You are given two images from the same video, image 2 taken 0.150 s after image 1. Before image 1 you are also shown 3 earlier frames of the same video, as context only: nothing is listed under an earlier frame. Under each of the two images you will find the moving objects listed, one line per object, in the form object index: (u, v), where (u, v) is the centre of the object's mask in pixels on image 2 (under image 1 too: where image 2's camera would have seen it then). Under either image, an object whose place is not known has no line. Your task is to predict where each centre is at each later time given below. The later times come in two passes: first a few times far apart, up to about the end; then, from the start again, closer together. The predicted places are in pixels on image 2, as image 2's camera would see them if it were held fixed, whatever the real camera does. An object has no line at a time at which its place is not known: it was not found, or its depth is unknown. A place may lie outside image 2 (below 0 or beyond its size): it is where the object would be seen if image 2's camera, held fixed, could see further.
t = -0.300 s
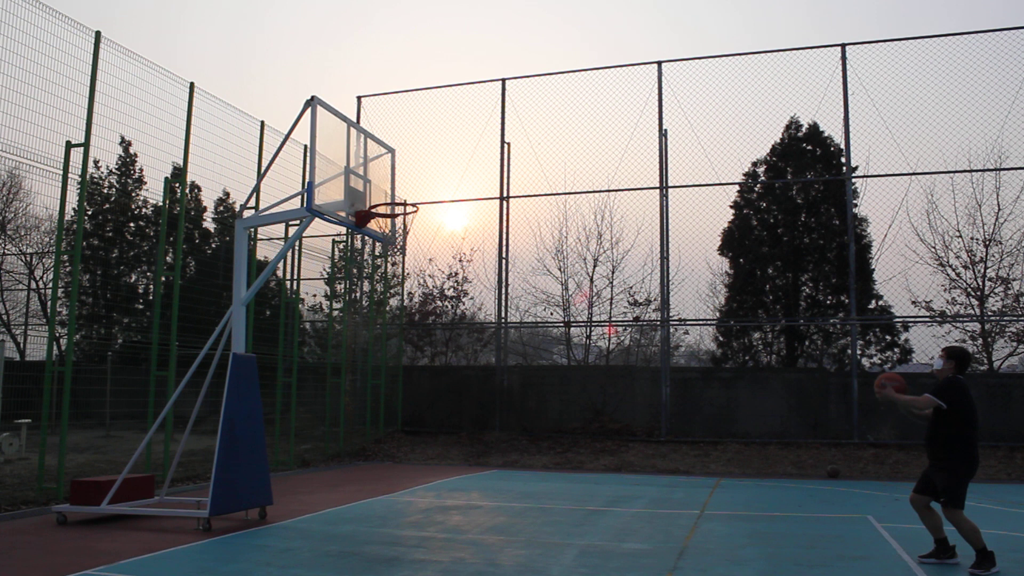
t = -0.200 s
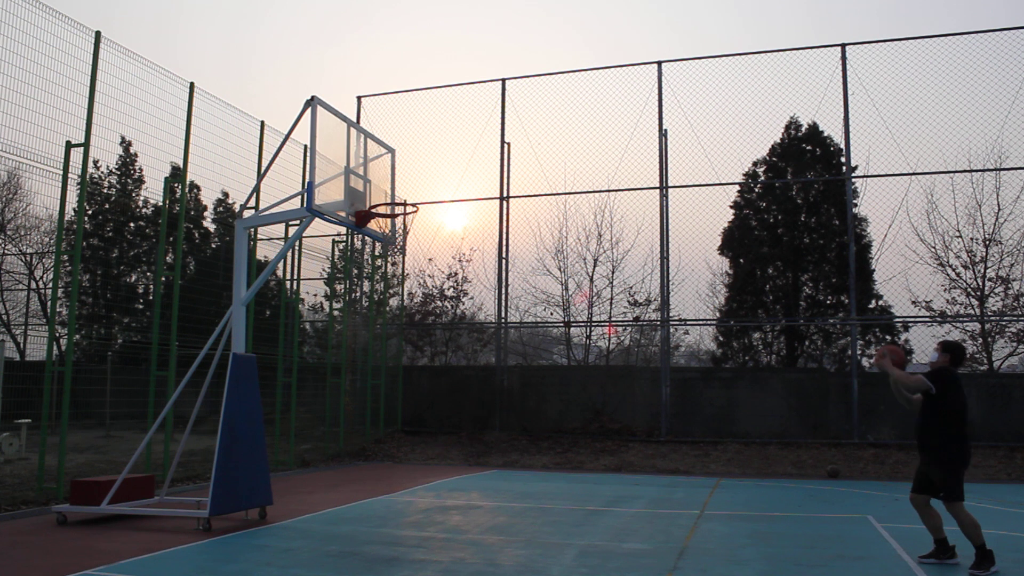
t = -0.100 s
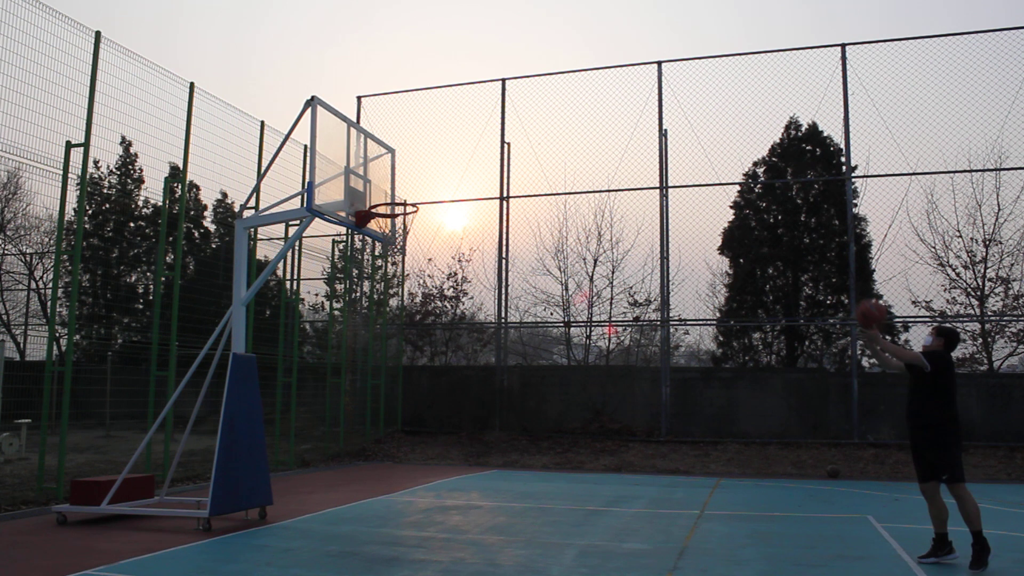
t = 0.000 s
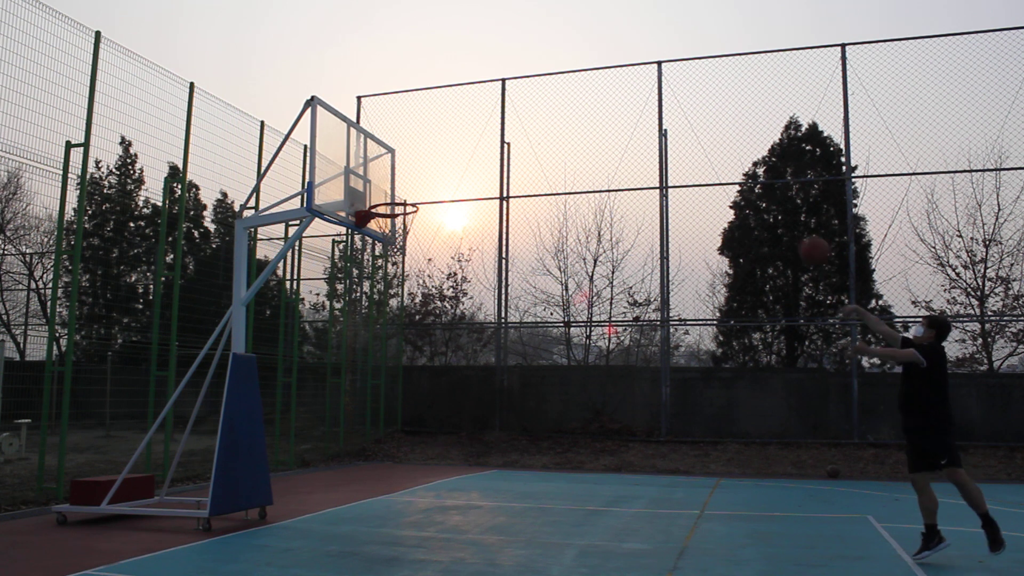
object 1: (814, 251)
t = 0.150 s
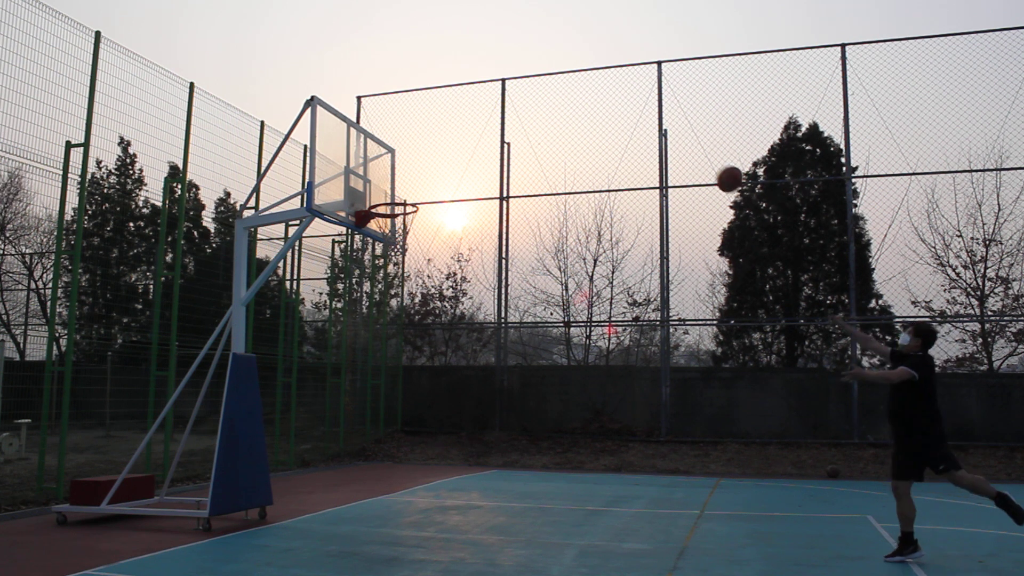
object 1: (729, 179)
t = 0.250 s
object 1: (677, 146)
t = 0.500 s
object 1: (554, 114)
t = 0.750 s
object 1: (440, 144)
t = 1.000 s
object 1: (378, 187)
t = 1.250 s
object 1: (419, 188)
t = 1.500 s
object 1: (460, 254)
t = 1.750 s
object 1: (504, 395)
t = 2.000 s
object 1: (537, 475)
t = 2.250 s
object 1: (542, 351)
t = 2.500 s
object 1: (548, 293)
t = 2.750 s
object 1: (552, 302)
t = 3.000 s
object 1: (557, 383)
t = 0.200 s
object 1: (703, 161)
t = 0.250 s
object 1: (677, 146)
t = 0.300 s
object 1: (651, 135)
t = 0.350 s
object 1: (627, 125)
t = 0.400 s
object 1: (602, 119)
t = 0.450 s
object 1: (578, 115)
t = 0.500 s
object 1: (554, 114)
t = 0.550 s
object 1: (531, 115)
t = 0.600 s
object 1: (508, 119)
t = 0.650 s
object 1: (485, 124)
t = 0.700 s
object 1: (462, 133)
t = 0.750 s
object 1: (440, 144)
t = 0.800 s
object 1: (418, 157)
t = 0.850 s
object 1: (396, 173)
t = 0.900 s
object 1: (374, 191)
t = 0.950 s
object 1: (370, 193)
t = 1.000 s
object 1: (378, 187)
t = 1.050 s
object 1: (386, 182)
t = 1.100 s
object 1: (394, 179)
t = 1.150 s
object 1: (402, 180)
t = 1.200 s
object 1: (411, 182)
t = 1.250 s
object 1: (419, 188)
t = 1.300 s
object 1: (427, 195)
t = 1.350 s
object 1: (435, 206)
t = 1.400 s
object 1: (443, 219)
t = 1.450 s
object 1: (452, 235)
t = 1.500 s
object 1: (460, 254)
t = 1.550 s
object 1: (468, 276)
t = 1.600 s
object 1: (477, 301)
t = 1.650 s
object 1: (485, 331)
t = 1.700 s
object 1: (495, 361)
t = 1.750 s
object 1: (504, 395)
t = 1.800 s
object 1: (514, 434)
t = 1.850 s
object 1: (523, 478)
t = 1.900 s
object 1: (533, 524)
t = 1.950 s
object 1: (536, 509)
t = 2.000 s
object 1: (537, 475)
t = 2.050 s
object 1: (538, 444)
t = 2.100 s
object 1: (540, 416)
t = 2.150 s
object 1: (541, 391)
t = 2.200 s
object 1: (542, 369)
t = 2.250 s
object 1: (542, 351)
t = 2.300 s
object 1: (544, 334)
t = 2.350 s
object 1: (545, 320)
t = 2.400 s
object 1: (546, 308)
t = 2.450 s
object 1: (547, 299)
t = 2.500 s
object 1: (548, 293)
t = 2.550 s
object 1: (549, 289)
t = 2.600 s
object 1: (550, 288)
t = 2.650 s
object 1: (550, 290)
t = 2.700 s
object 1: (552, 295)
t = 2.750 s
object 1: (552, 302)
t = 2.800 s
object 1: (553, 313)
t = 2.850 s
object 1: (554, 326)
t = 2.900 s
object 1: (555, 342)
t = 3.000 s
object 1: (557, 383)
